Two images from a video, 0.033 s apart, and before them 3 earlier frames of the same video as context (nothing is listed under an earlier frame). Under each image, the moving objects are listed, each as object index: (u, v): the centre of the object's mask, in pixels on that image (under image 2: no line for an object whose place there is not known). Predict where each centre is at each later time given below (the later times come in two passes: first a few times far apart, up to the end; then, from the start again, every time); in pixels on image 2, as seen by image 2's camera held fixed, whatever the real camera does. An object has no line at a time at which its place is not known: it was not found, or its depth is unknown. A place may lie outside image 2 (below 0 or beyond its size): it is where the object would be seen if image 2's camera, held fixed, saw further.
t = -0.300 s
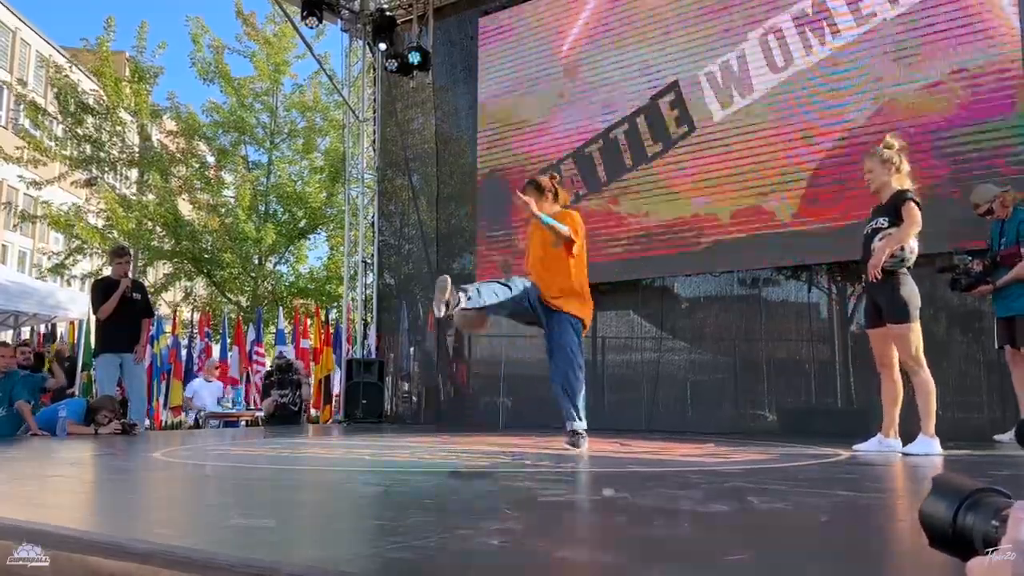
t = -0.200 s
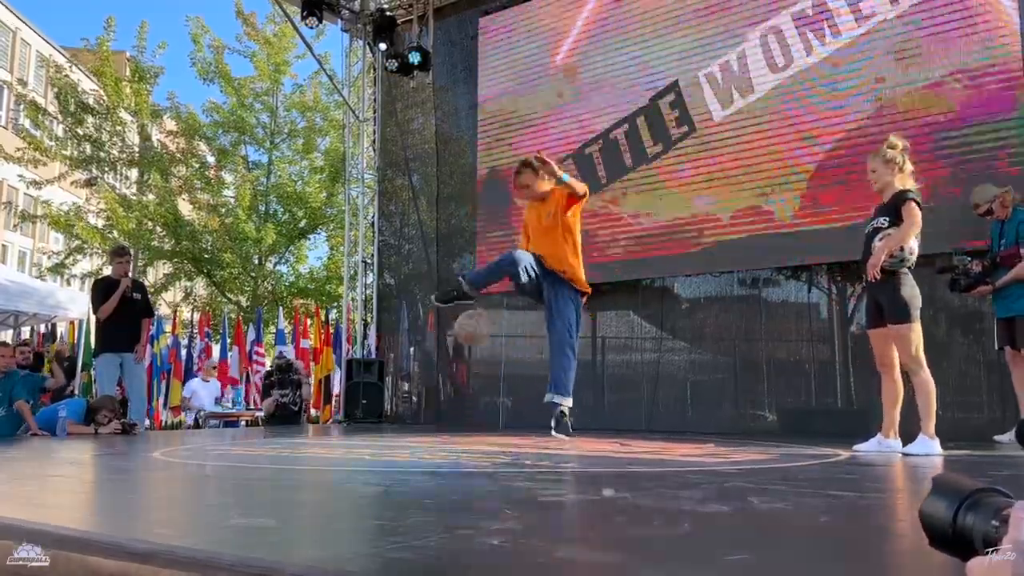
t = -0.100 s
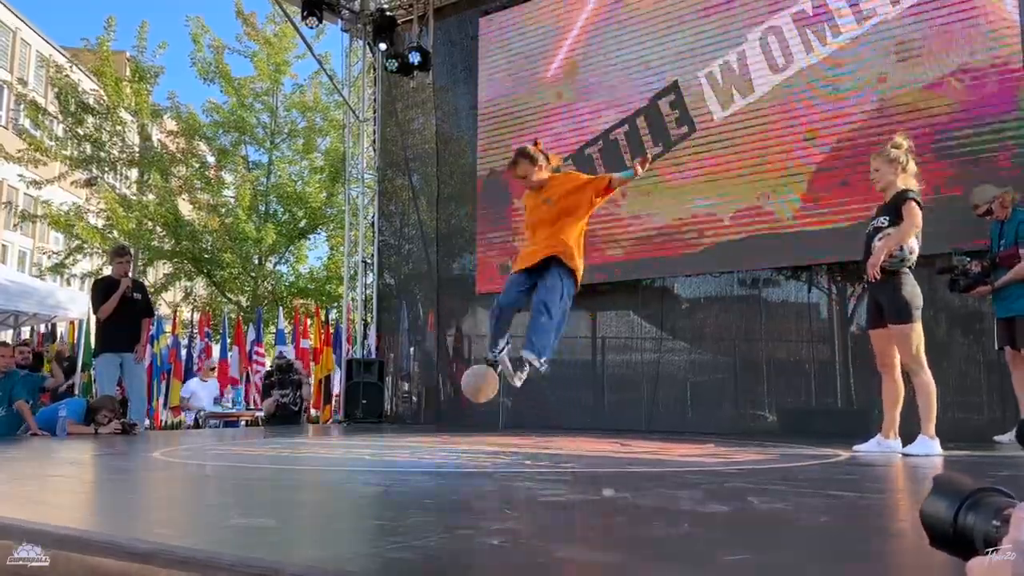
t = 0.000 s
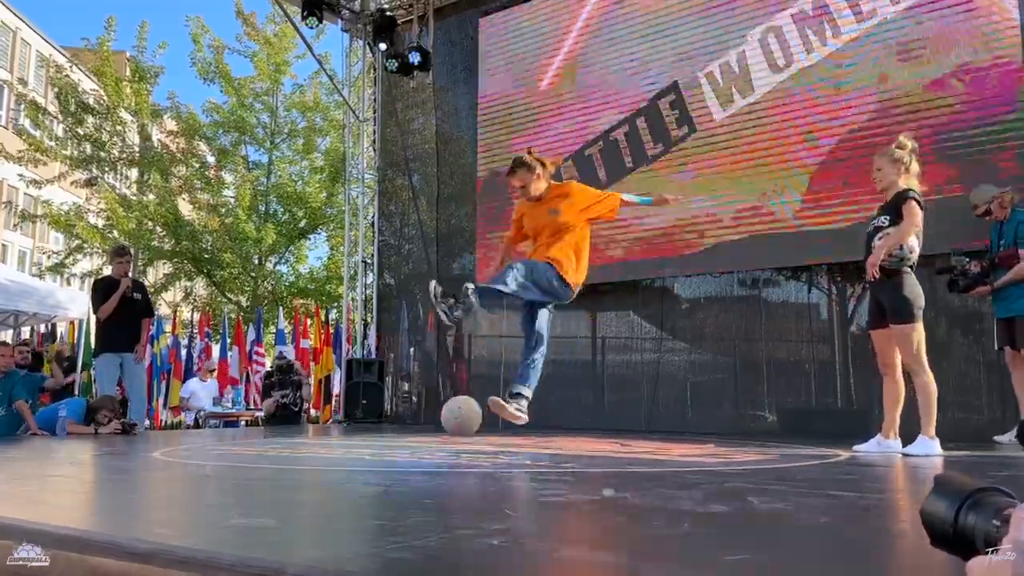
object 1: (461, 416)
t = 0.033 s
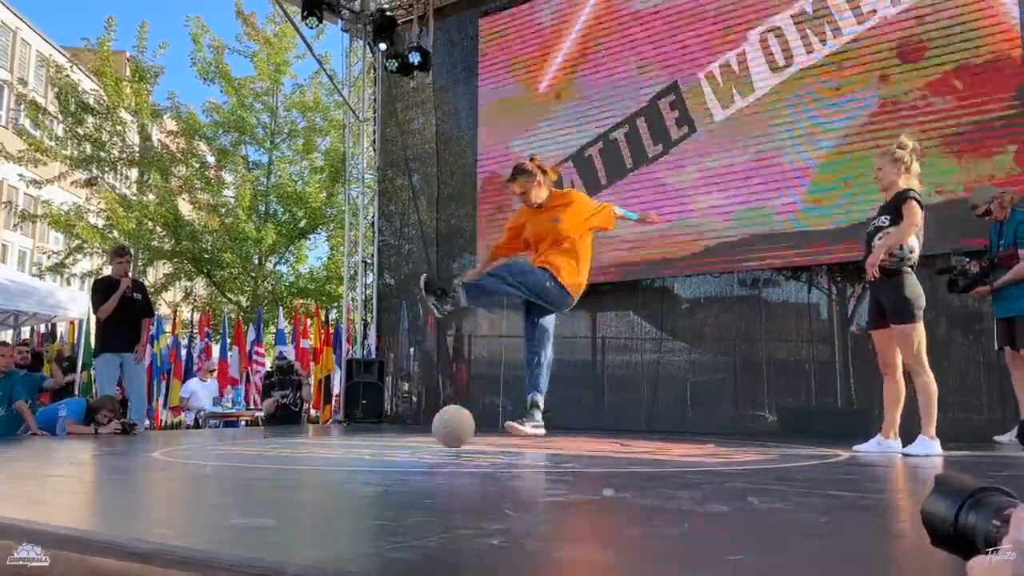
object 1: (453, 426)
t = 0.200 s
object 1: (413, 408)
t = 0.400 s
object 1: (344, 446)
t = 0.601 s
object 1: (238, 445)
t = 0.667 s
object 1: (188, 463)
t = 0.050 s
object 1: (449, 433)
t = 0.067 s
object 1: (445, 432)
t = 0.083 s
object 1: (442, 428)
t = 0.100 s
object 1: (438, 424)
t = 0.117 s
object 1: (434, 420)
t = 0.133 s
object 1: (430, 417)
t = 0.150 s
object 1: (426, 414)
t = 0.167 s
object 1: (422, 412)
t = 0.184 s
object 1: (418, 409)
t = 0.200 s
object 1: (413, 408)
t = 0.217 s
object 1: (408, 408)
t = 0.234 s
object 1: (403, 408)
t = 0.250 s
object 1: (398, 409)
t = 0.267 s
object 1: (393, 410)
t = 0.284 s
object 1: (388, 413)
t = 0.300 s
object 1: (382, 417)
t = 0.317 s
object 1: (376, 420)
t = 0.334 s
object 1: (371, 425)
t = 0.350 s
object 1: (364, 431)
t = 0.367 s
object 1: (358, 437)
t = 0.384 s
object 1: (350, 445)
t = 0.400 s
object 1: (344, 446)
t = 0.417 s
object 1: (337, 441)
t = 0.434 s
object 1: (330, 437)
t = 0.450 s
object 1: (322, 435)
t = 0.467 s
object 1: (314, 433)
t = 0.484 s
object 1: (306, 431)
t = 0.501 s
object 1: (298, 430)
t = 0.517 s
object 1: (290, 430)
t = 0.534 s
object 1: (281, 431)
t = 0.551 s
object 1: (270, 432)
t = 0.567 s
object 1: (260, 435)
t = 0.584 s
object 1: (250, 439)
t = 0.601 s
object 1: (238, 445)
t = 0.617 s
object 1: (225, 451)
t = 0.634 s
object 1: (213, 460)
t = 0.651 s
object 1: (199, 466)
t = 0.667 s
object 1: (188, 463)
